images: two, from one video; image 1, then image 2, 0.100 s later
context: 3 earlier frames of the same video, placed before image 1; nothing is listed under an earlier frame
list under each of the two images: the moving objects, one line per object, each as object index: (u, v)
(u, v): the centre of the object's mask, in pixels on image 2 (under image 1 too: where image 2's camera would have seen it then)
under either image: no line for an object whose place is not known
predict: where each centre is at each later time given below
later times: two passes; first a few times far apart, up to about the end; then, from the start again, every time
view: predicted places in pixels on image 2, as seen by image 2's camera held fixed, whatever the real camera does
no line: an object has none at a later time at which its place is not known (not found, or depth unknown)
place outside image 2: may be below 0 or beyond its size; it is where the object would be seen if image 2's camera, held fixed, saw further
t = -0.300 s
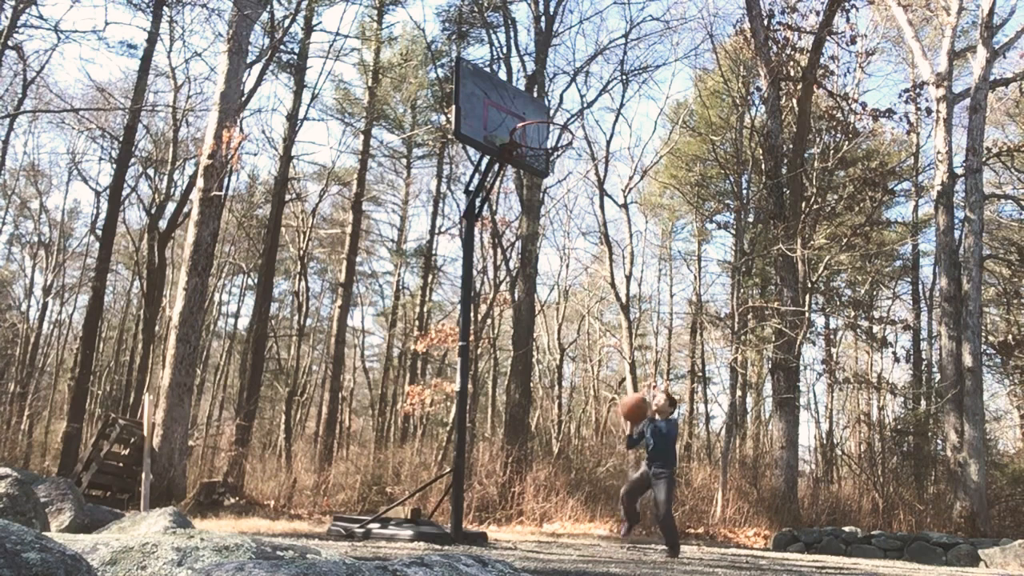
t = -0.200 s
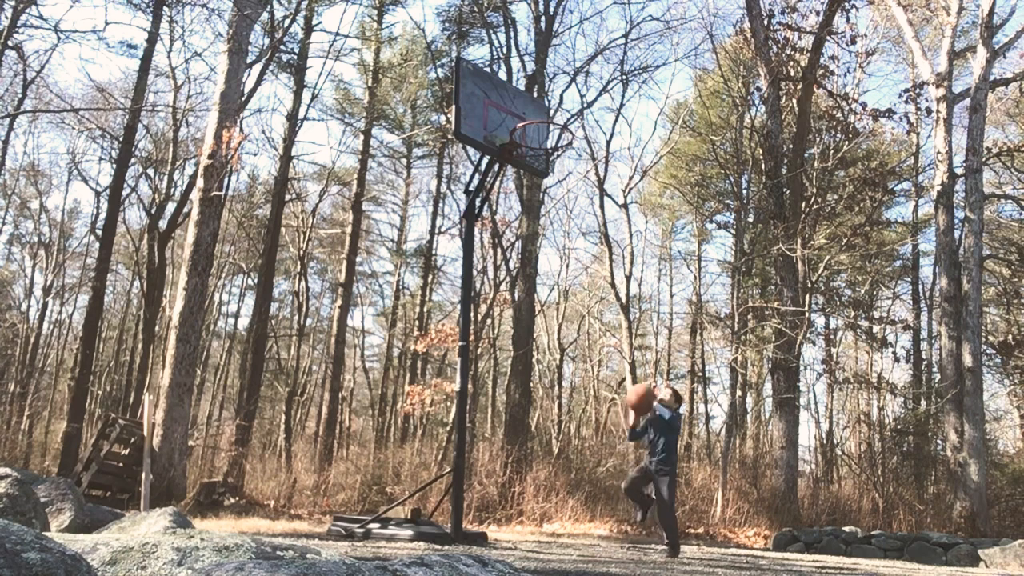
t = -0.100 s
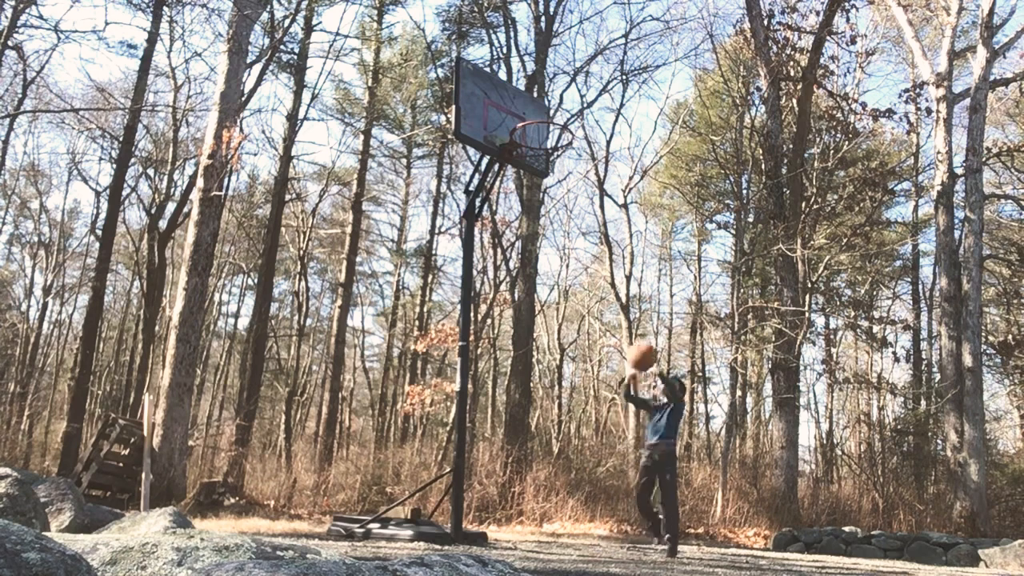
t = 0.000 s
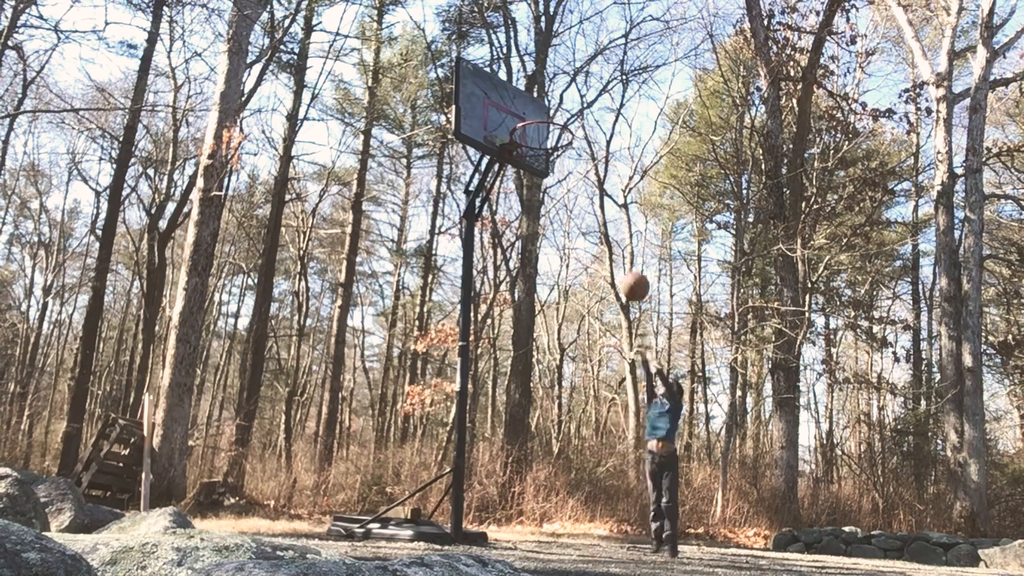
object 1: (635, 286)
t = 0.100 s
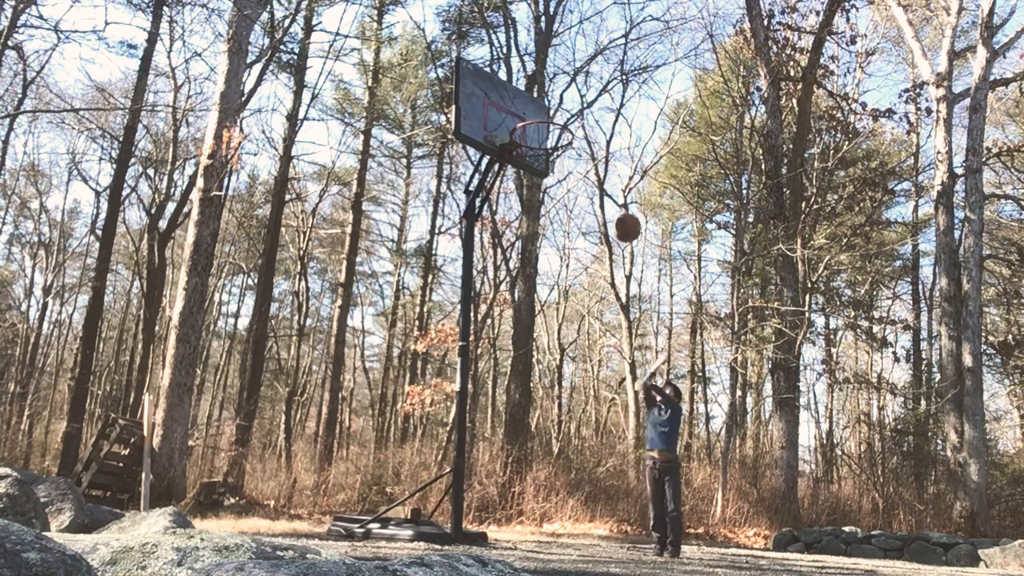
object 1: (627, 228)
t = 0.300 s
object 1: (608, 146)
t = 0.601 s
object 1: (574, 106)
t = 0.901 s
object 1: (529, 155)
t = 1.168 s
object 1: (517, 219)
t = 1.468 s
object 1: (504, 379)
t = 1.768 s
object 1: (548, 495)
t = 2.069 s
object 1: (689, 481)
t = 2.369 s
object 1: (826, 538)
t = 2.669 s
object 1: (974, 533)
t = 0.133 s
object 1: (624, 211)
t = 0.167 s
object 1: (621, 195)
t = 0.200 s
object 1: (617, 181)
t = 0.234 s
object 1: (614, 168)
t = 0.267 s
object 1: (612, 156)
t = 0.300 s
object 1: (608, 146)
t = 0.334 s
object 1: (605, 137)
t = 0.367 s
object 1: (602, 129)
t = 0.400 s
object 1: (598, 122)
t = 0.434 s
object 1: (594, 116)
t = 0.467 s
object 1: (591, 112)
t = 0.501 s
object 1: (587, 109)
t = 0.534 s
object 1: (583, 107)
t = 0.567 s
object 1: (580, 106)
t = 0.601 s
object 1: (574, 106)
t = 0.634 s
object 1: (571, 109)
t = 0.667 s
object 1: (567, 112)
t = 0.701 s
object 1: (561, 116)
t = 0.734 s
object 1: (557, 121)
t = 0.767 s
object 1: (551, 128)
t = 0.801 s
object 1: (546, 135)
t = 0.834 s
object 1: (540, 143)
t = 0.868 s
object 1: (534, 150)
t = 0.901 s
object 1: (529, 155)
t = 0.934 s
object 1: (523, 163)
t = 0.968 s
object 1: (522, 165)
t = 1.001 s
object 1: (521, 172)
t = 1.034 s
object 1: (521, 179)
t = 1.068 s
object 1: (521, 187)
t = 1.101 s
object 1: (519, 197)
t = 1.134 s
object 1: (518, 207)
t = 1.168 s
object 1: (517, 219)
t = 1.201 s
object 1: (515, 231)
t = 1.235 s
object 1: (513, 246)
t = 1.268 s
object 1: (512, 261)
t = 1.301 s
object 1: (512, 278)
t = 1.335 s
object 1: (510, 294)
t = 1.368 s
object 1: (509, 314)
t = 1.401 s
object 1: (507, 335)
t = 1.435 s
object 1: (507, 357)
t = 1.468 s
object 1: (504, 379)
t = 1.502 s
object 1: (503, 404)
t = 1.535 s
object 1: (501, 431)
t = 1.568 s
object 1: (498, 458)
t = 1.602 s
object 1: (496, 485)
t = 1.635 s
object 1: (493, 515)
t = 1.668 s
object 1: (500, 526)
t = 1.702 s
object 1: (516, 514)
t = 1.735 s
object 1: (533, 504)
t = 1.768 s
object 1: (548, 495)
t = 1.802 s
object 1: (563, 487)
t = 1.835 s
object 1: (577, 480)
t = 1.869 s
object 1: (595, 476)
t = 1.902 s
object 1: (610, 473)
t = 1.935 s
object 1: (624, 471)
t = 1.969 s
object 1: (641, 471)
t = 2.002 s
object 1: (657, 472)
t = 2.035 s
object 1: (674, 476)
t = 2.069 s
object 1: (689, 481)
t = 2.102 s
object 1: (703, 487)
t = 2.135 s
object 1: (718, 494)
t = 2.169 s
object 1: (733, 504)
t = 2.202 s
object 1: (746, 515)
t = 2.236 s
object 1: (762, 527)
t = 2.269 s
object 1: (779, 541)
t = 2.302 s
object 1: (795, 555)
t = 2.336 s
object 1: (810, 547)
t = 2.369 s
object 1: (826, 538)
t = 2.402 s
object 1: (842, 531)
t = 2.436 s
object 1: (857, 525)
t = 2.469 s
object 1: (873, 521)
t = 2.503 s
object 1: (889, 519)
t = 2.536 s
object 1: (906, 519)
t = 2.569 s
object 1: (923, 520)
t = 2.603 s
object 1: (940, 523)
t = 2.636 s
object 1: (956, 527)
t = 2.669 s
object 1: (974, 533)
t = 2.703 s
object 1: (991, 542)
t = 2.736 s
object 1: (1007, 551)
